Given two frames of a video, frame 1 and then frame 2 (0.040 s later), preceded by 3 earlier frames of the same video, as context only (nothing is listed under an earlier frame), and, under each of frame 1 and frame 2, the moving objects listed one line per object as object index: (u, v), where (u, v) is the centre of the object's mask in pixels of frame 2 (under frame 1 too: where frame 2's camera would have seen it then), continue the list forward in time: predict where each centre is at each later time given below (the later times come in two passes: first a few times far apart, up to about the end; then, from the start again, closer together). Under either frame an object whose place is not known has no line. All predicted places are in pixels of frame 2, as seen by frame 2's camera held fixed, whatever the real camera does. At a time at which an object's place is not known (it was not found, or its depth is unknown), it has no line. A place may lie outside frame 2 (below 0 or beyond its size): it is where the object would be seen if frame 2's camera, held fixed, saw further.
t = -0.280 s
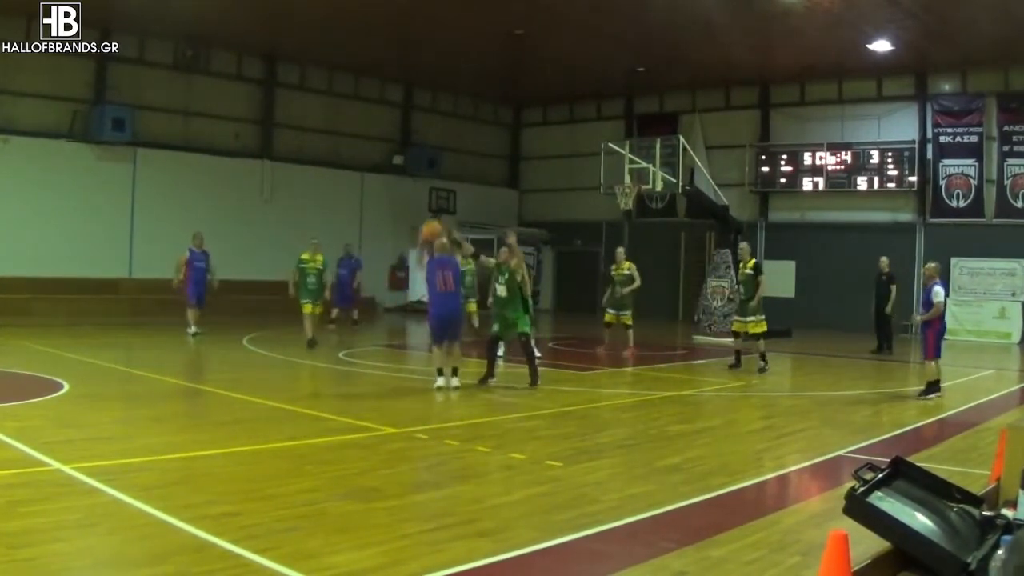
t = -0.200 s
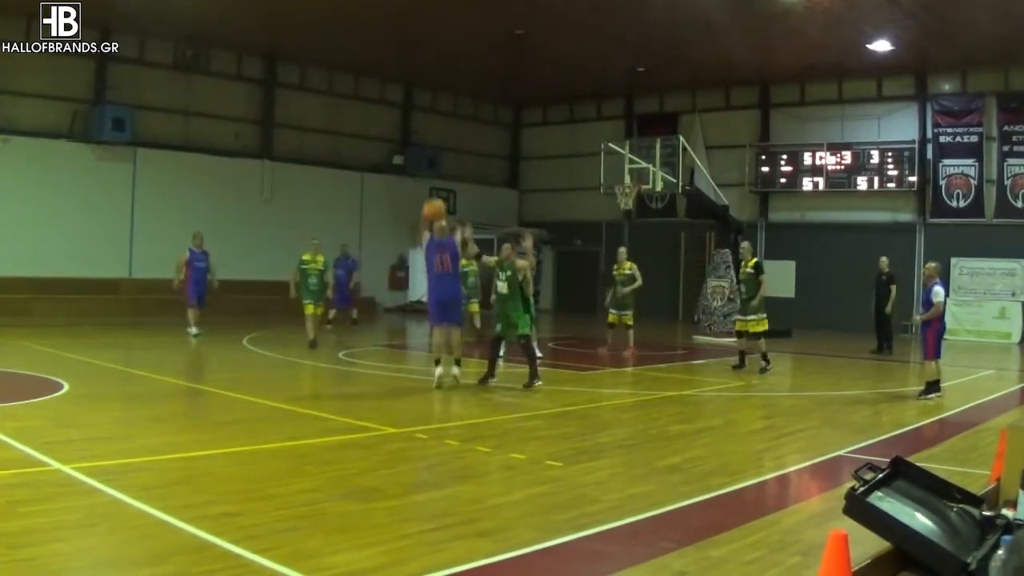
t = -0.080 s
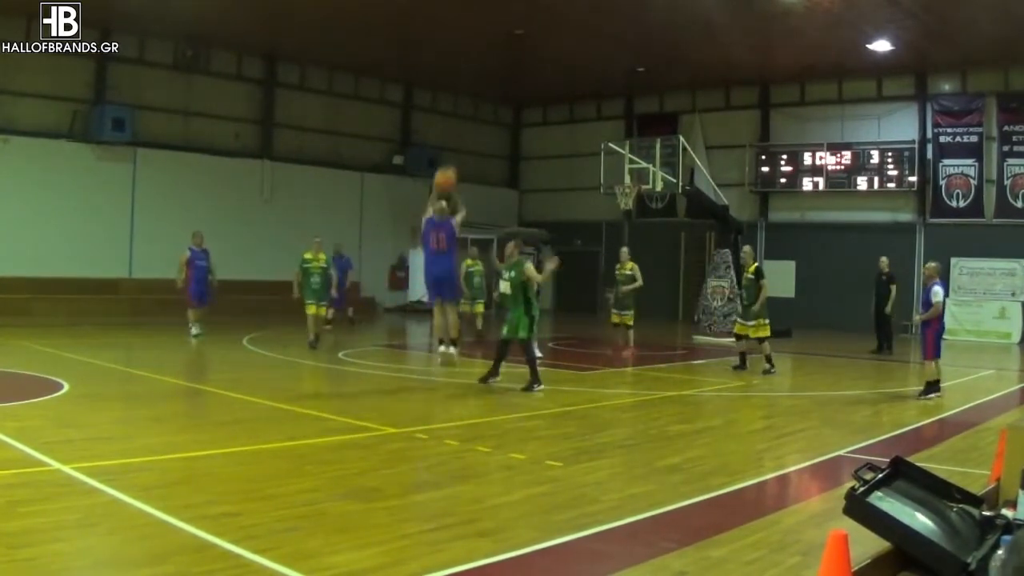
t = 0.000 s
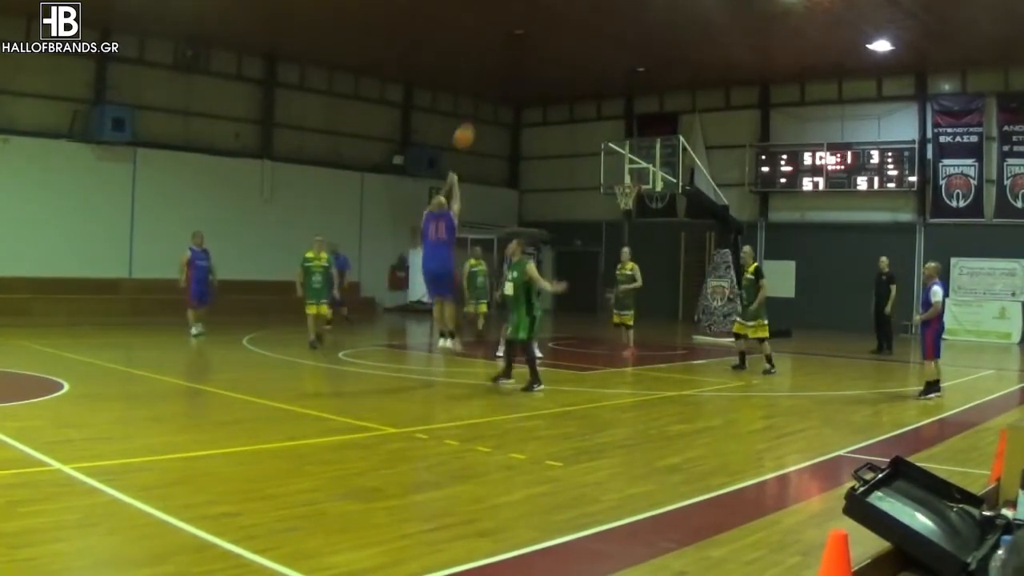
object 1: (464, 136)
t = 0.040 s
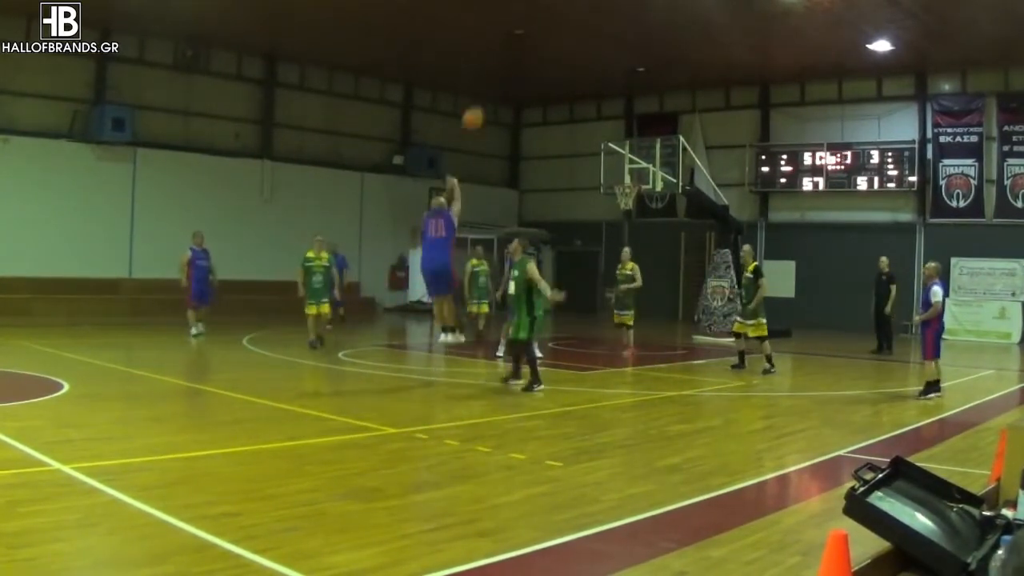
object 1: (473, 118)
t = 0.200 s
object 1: (505, 64)
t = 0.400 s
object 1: (537, 29)
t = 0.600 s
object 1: (564, 25)
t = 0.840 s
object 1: (591, 49)
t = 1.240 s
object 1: (625, 147)
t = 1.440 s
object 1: (623, 185)
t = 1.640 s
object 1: (630, 191)
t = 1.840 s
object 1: (634, 194)
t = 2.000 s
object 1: (633, 211)
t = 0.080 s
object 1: (481, 103)
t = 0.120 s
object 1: (489, 88)
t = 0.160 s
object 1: (497, 75)
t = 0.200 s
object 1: (505, 64)
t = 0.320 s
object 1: (525, 39)
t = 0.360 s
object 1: (531, 34)
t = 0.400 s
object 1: (537, 29)
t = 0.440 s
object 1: (544, 27)
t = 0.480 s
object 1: (549, 24)
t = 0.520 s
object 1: (554, 23)
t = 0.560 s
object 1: (559, 23)
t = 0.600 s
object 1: (564, 25)
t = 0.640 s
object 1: (569, 26)
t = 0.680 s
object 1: (574, 30)
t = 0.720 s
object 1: (577, 33)
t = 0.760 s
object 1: (582, 37)
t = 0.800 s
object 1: (587, 43)
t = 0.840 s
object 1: (591, 49)
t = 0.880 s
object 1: (595, 56)
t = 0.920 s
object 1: (598, 64)
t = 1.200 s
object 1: (622, 135)
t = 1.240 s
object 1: (625, 147)
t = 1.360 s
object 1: (631, 182)
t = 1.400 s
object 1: (630, 184)
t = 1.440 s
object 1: (623, 185)
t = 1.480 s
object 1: (623, 187)
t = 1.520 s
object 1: (623, 188)
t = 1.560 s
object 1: (624, 189)
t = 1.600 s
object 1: (627, 191)
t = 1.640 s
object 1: (630, 191)
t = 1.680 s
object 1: (630, 193)
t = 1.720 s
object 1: (631, 192)
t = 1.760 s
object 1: (633, 193)
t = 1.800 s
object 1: (634, 193)
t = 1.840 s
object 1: (634, 194)
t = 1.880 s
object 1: (633, 194)
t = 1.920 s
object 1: (632, 196)
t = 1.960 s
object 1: (631, 198)
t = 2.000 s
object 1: (633, 211)
